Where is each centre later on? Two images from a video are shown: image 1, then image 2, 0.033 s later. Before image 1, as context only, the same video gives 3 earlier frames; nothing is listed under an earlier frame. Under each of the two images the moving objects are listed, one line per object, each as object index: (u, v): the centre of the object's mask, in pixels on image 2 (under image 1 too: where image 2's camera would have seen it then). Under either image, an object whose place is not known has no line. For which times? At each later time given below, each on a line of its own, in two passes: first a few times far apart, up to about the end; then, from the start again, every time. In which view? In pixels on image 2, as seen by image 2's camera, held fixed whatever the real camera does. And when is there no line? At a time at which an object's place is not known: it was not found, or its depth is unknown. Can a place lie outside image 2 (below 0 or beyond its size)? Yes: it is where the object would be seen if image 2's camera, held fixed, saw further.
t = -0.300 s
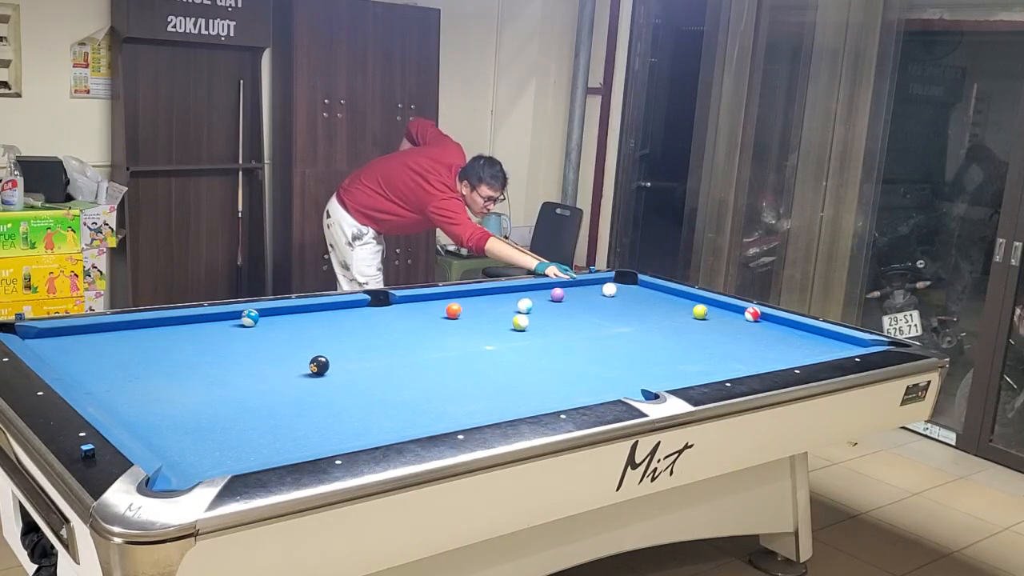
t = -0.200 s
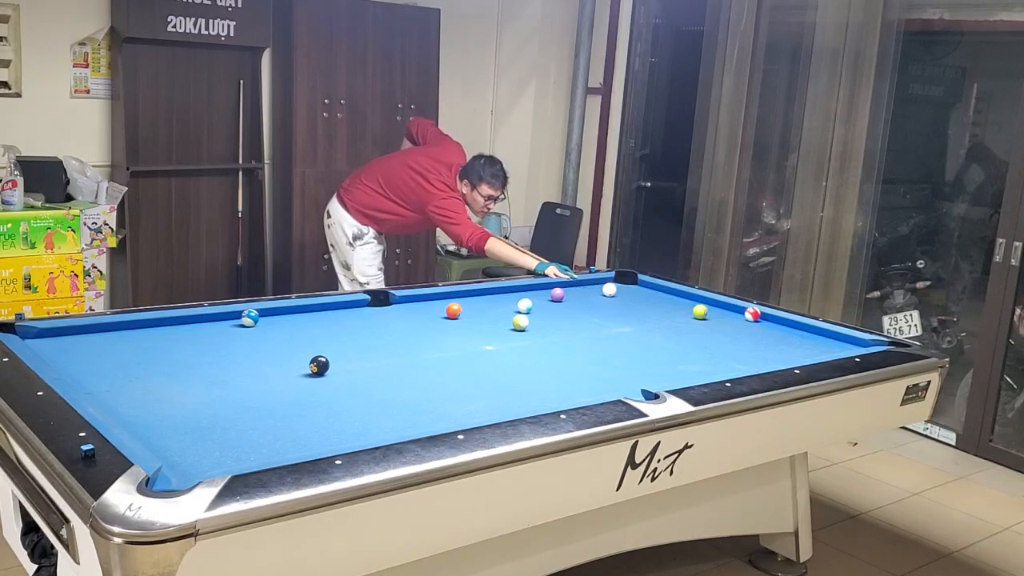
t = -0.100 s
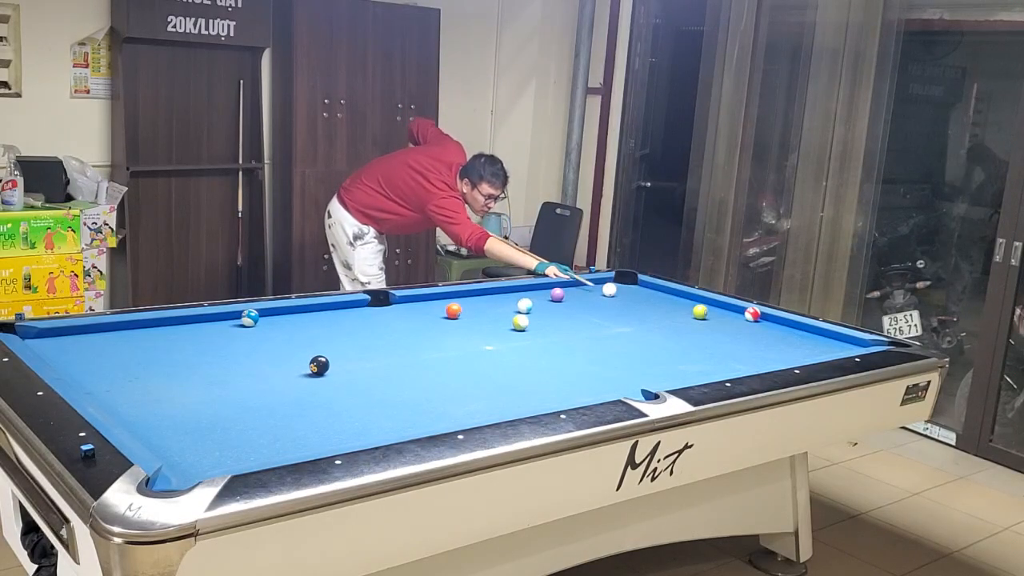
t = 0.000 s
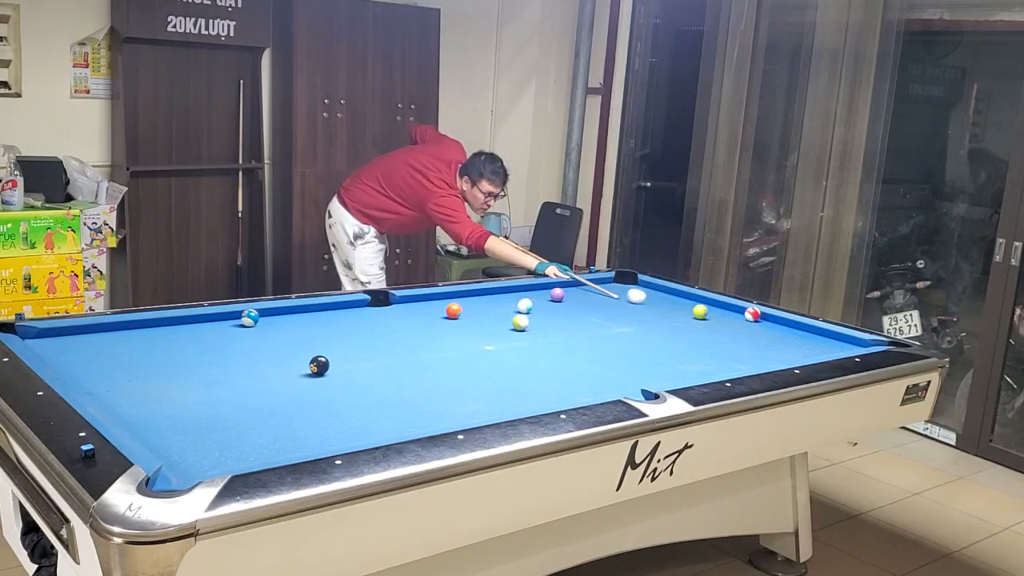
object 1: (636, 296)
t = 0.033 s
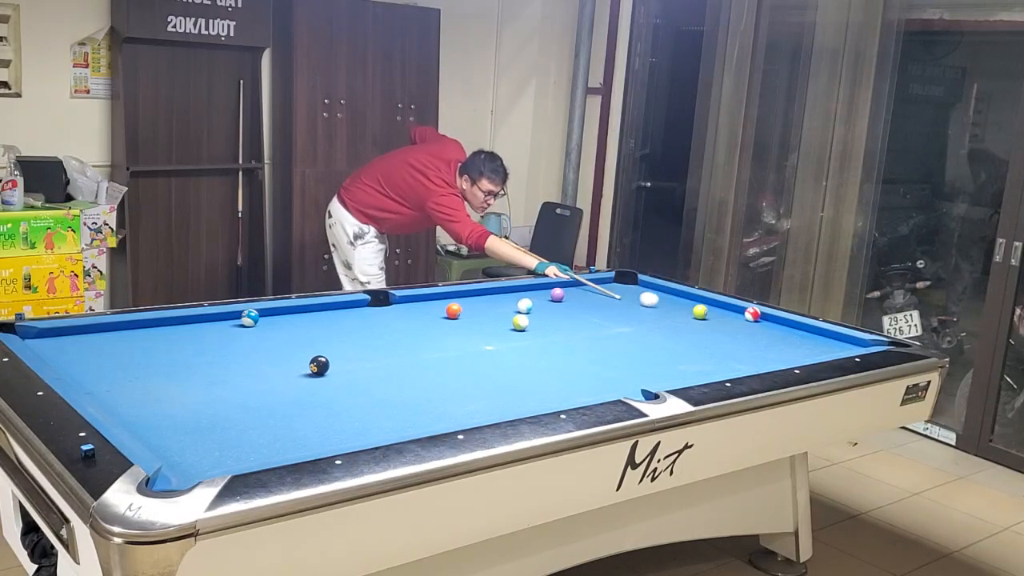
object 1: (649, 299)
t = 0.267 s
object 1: (683, 310)
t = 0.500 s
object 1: (678, 313)
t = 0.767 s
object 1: (672, 316)
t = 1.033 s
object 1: (667, 318)
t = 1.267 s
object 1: (663, 320)
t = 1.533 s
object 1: (659, 322)
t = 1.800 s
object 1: (656, 323)
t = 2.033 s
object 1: (653, 324)
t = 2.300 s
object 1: (651, 325)
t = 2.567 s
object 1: (650, 326)
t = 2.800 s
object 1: (649, 326)
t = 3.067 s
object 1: (649, 326)
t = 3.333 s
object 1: (649, 326)
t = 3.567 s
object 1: (649, 326)
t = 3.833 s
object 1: (649, 326)
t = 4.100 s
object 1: (649, 326)
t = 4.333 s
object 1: (649, 326)
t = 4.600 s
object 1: (649, 326)
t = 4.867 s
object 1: (649, 326)
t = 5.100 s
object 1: (649, 326)
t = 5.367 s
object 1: (649, 326)
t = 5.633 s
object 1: (649, 326)
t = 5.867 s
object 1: (649, 326)
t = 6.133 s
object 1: (649, 326)
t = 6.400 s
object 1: (649, 326)
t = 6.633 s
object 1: (649, 326)
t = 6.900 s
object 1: (649, 326)
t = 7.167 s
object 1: (649, 326)
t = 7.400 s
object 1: (649, 326)
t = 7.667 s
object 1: (649, 326)
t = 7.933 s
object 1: (649, 326)
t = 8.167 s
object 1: (649, 326)
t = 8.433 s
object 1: (649, 326)
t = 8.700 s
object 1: (649, 326)
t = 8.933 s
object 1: (649, 326)
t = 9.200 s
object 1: (649, 326)
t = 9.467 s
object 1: (649, 326)
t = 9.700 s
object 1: (649, 326)
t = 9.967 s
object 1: (649, 326)
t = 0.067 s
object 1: (661, 302)
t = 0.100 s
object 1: (673, 305)
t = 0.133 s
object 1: (684, 308)
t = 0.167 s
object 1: (685, 309)
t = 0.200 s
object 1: (684, 310)
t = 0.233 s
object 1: (684, 310)
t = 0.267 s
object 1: (683, 310)
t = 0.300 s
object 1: (682, 311)
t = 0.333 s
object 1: (682, 311)
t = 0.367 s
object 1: (681, 312)
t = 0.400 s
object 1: (680, 312)
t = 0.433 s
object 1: (679, 312)
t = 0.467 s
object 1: (678, 313)
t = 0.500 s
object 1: (678, 313)
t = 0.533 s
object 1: (677, 313)
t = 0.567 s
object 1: (676, 314)
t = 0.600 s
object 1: (675, 314)
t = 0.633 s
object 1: (675, 314)
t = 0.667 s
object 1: (674, 315)
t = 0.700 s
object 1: (674, 315)
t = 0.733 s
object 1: (673, 315)
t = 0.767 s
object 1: (672, 316)
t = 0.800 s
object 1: (672, 316)
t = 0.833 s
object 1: (671, 316)
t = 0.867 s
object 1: (670, 317)
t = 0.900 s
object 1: (670, 317)
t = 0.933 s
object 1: (669, 317)
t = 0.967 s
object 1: (668, 318)
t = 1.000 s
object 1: (668, 318)
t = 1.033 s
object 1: (667, 318)
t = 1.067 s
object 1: (666, 318)
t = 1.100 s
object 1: (666, 319)
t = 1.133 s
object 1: (665, 319)
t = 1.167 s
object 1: (665, 319)
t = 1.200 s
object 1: (664, 319)
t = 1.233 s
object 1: (664, 320)
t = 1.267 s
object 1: (663, 320)
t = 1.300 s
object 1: (663, 320)
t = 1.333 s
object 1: (662, 320)
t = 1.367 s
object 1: (662, 321)
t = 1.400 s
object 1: (661, 321)
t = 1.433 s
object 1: (661, 321)
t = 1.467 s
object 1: (660, 321)
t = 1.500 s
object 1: (660, 322)
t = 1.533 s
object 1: (659, 322)
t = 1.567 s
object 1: (659, 322)
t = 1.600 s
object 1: (658, 322)
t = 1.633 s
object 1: (658, 322)
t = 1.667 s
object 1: (658, 323)
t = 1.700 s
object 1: (657, 323)
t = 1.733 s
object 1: (656, 323)
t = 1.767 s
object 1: (656, 323)
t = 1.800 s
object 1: (656, 323)
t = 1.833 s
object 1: (655, 323)
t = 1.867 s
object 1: (655, 323)
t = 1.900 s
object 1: (655, 324)
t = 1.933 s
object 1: (654, 324)
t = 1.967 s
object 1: (654, 324)
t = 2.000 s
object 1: (653, 324)
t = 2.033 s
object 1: (653, 324)
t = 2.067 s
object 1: (653, 324)
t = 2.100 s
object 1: (652, 324)
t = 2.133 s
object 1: (652, 324)
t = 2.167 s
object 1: (652, 325)
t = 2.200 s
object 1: (651, 325)
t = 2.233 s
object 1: (651, 325)
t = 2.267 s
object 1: (651, 325)
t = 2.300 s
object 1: (651, 325)
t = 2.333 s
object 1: (650, 325)
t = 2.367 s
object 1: (650, 325)
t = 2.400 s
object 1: (650, 325)
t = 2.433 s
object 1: (650, 325)
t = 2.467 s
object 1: (650, 325)
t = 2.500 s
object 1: (650, 325)
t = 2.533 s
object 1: (650, 325)
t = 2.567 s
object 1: (650, 326)
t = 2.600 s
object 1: (650, 326)
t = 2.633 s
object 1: (650, 326)
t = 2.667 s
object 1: (649, 326)
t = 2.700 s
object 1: (649, 326)
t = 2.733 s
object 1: (649, 326)
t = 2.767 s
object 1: (649, 326)
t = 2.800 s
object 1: (649, 326)
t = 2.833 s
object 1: (649, 326)
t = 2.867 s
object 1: (649, 326)
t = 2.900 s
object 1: (649, 326)
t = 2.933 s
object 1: (649, 326)
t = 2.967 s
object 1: (649, 326)
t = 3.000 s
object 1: (649, 326)
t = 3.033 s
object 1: (649, 326)
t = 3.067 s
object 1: (649, 326)
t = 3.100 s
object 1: (649, 326)
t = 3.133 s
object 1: (649, 326)
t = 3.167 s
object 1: (649, 326)
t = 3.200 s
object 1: (649, 326)
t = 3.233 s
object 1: (649, 326)
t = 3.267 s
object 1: (649, 326)
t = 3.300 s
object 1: (649, 326)
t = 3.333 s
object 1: (649, 326)
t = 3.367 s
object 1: (649, 326)
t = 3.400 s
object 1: (649, 326)
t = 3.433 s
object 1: (649, 326)
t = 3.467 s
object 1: (649, 326)
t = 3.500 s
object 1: (649, 326)
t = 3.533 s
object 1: (649, 326)
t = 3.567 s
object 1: (649, 326)
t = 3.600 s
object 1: (649, 326)
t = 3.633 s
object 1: (649, 326)
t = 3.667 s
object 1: (649, 326)
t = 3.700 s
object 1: (649, 326)
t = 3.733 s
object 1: (649, 326)
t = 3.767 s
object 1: (649, 326)
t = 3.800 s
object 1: (649, 326)
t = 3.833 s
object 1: (649, 326)
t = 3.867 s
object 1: (649, 326)
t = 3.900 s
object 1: (649, 326)
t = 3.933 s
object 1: (649, 326)
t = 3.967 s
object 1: (649, 326)
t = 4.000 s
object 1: (649, 326)
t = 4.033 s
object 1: (649, 326)
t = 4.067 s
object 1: (649, 326)
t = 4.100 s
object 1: (649, 326)
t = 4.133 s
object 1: (649, 326)
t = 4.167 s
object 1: (649, 326)
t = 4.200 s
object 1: (649, 326)
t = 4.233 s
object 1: (649, 326)
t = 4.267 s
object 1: (649, 326)
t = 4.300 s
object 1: (649, 326)
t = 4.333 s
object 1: (649, 326)
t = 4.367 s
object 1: (649, 326)
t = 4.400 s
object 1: (649, 326)
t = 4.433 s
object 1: (649, 326)
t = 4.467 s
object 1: (649, 326)
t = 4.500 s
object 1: (649, 326)
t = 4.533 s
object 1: (649, 326)
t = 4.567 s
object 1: (649, 326)
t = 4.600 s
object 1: (649, 326)
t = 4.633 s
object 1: (649, 326)
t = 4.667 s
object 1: (649, 326)
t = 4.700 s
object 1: (649, 326)
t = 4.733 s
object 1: (649, 326)
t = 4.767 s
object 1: (649, 326)
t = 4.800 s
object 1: (649, 326)
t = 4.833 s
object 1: (649, 326)
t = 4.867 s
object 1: (649, 326)
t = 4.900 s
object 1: (649, 326)
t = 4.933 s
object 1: (649, 326)
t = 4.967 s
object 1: (649, 326)
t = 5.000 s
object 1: (649, 326)
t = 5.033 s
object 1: (649, 326)
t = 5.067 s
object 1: (649, 326)
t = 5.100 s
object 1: (649, 326)
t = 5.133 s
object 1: (649, 326)
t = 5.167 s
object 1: (649, 326)
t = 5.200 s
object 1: (649, 326)
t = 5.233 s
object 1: (649, 326)
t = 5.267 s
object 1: (649, 326)
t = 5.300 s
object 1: (649, 326)
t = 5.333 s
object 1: (649, 326)
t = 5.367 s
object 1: (649, 326)
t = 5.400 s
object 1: (649, 326)
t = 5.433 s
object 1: (649, 326)
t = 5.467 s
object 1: (649, 326)
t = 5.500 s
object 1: (649, 326)
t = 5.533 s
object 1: (649, 326)
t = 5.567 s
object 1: (649, 326)
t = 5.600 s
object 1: (649, 326)
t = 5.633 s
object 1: (649, 326)
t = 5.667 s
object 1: (649, 326)
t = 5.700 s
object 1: (649, 326)
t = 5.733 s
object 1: (649, 326)
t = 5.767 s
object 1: (649, 326)
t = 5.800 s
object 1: (649, 326)
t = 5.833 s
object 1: (649, 326)
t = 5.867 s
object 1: (649, 326)
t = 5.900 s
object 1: (649, 326)
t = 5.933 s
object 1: (649, 326)
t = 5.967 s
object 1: (649, 326)
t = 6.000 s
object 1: (649, 326)
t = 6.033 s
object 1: (649, 326)
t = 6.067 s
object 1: (649, 326)
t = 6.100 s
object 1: (649, 326)
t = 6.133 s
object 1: (649, 326)
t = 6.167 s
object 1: (649, 326)
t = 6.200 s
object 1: (649, 326)
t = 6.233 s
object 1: (649, 326)
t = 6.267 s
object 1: (649, 326)
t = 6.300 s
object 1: (649, 326)
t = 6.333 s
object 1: (649, 326)
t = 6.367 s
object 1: (649, 326)
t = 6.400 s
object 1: (649, 326)
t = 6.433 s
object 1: (649, 326)
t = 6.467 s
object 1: (649, 326)
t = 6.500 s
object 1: (649, 326)
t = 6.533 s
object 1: (649, 326)
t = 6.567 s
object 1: (649, 326)
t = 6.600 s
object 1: (649, 326)
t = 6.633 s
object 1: (649, 326)
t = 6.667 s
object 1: (649, 326)
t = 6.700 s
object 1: (649, 326)
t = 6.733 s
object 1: (649, 326)
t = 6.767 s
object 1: (649, 326)
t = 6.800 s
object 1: (649, 326)
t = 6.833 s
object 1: (649, 326)
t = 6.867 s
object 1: (649, 326)
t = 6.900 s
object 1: (649, 326)
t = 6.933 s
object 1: (649, 326)
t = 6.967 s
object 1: (649, 326)
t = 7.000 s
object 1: (649, 326)
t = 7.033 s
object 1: (649, 326)
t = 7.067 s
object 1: (649, 326)
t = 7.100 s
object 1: (649, 326)
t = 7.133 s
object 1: (649, 326)
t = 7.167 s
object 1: (649, 326)
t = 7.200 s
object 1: (649, 326)
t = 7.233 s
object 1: (649, 326)
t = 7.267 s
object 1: (649, 326)
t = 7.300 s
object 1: (649, 326)
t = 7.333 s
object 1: (649, 326)
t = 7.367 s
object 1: (649, 326)
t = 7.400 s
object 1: (649, 326)
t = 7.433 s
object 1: (649, 326)
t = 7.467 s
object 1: (649, 326)
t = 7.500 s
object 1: (649, 326)
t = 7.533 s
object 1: (649, 326)
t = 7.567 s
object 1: (649, 326)
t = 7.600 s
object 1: (649, 326)
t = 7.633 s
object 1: (649, 326)
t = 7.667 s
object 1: (649, 326)
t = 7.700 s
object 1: (649, 326)
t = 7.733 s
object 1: (649, 326)
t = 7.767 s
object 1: (649, 326)
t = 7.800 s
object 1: (649, 326)
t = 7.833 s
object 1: (649, 326)
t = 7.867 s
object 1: (649, 326)
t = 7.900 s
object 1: (649, 326)
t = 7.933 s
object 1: (649, 326)
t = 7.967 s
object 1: (649, 326)
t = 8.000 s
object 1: (649, 326)
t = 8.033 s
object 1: (649, 326)
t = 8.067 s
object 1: (649, 326)
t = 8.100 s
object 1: (649, 326)
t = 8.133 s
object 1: (649, 326)
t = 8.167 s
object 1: (649, 326)
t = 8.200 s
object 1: (649, 326)
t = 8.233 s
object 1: (649, 326)
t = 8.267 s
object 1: (649, 326)
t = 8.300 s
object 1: (649, 326)
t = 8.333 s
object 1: (649, 326)
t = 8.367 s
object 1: (649, 326)
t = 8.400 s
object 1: (649, 326)
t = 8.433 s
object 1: (649, 326)
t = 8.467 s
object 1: (649, 326)
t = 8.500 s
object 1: (649, 326)
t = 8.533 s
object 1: (649, 326)
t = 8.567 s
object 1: (649, 326)
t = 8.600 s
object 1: (649, 326)
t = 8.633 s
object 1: (649, 326)
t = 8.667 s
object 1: (649, 326)
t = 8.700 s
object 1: (649, 326)
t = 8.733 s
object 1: (649, 326)
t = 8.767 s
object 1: (649, 326)
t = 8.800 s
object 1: (649, 326)
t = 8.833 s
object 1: (649, 326)
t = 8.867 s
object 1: (649, 326)
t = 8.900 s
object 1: (649, 326)
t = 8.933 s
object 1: (649, 326)
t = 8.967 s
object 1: (649, 326)
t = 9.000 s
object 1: (649, 326)
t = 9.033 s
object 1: (649, 326)
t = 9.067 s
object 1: (649, 326)
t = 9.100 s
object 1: (649, 326)
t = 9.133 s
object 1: (649, 326)
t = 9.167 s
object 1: (649, 326)
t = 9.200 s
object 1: (649, 326)
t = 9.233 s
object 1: (649, 326)
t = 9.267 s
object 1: (649, 326)
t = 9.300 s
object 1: (649, 326)
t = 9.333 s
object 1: (649, 326)
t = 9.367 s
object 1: (649, 326)
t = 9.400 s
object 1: (649, 326)
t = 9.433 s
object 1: (649, 326)
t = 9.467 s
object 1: (649, 326)
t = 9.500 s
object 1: (649, 326)
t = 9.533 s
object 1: (649, 326)
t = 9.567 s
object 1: (649, 326)
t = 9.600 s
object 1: (649, 326)
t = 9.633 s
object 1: (649, 326)
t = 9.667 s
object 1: (649, 326)
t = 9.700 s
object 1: (649, 326)
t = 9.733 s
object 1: (649, 326)
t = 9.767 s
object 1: (649, 326)
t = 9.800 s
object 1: (649, 326)
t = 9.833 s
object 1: (649, 326)
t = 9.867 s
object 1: (649, 326)
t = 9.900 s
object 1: (649, 326)
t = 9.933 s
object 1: (649, 326)
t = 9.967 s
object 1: (649, 326)
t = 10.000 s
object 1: (649, 326)
